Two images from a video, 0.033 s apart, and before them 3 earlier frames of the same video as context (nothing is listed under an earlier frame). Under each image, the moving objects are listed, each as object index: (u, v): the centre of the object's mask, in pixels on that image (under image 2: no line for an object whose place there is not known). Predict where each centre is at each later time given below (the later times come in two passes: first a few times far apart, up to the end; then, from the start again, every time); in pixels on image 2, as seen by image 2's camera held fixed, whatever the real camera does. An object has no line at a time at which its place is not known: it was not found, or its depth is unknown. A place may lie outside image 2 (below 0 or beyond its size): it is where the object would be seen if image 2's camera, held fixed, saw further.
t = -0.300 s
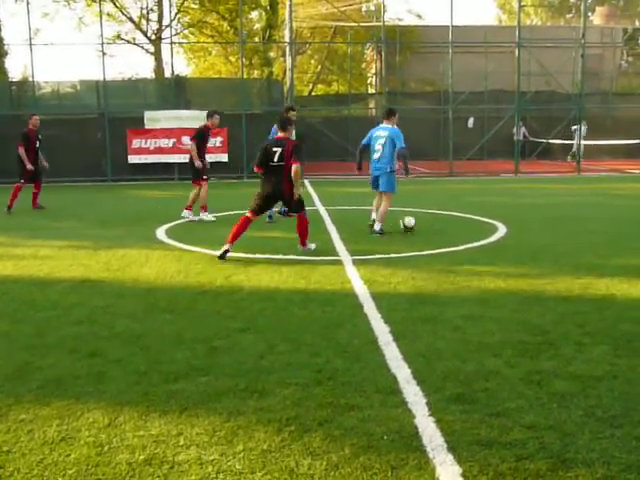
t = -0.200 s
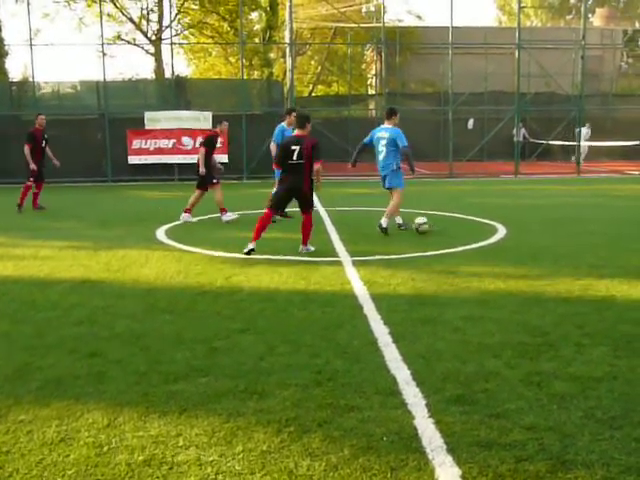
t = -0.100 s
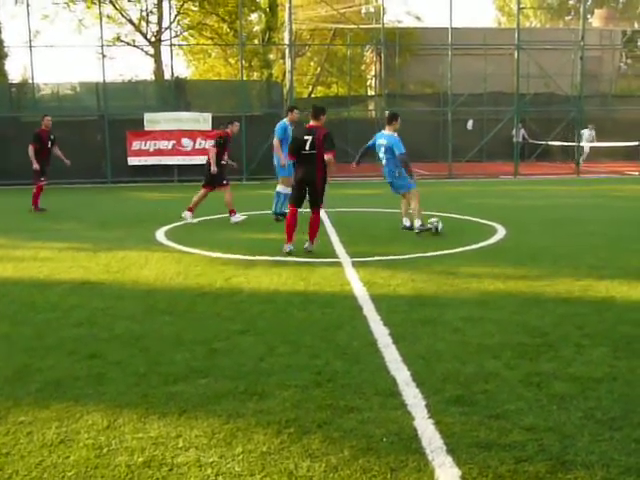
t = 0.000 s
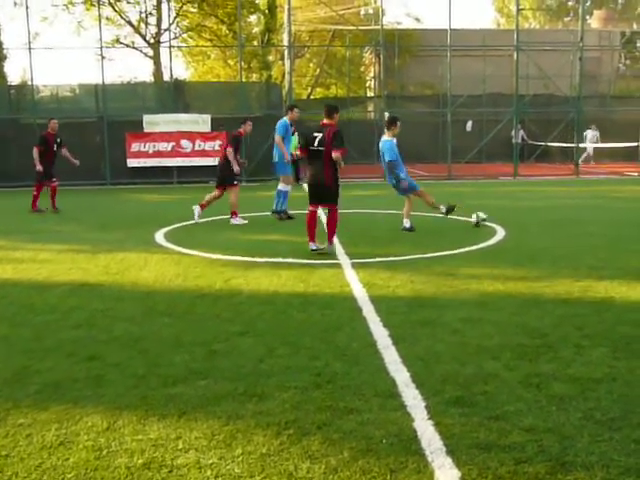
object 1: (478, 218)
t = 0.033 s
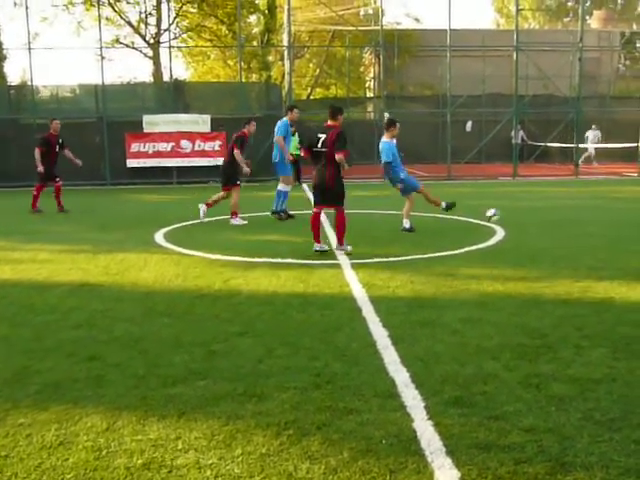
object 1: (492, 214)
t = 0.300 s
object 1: (582, 203)
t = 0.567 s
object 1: (635, 197)
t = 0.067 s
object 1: (506, 213)
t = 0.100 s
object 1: (520, 211)
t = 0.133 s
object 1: (532, 210)
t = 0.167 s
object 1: (544, 211)
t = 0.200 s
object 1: (554, 208)
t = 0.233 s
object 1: (564, 206)
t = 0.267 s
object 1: (573, 204)
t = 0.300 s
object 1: (582, 203)
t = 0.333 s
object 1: (590, 203)
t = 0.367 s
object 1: (598, 203)
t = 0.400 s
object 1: (605, 200)
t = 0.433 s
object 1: (611, 198)
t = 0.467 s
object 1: (617, 197)
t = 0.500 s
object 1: (623, 197)
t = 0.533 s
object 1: (629, 197)
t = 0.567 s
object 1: (635, 197)
